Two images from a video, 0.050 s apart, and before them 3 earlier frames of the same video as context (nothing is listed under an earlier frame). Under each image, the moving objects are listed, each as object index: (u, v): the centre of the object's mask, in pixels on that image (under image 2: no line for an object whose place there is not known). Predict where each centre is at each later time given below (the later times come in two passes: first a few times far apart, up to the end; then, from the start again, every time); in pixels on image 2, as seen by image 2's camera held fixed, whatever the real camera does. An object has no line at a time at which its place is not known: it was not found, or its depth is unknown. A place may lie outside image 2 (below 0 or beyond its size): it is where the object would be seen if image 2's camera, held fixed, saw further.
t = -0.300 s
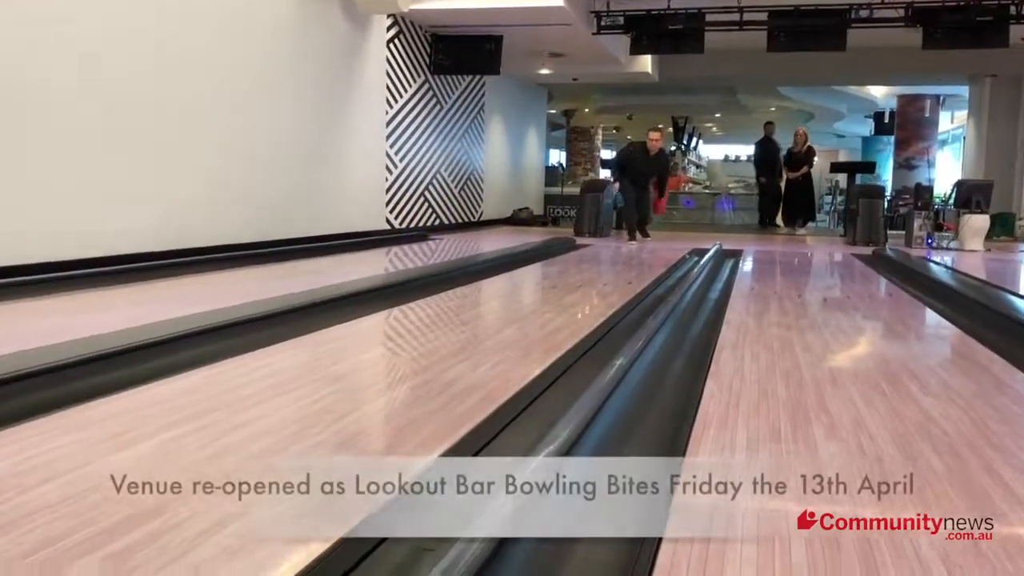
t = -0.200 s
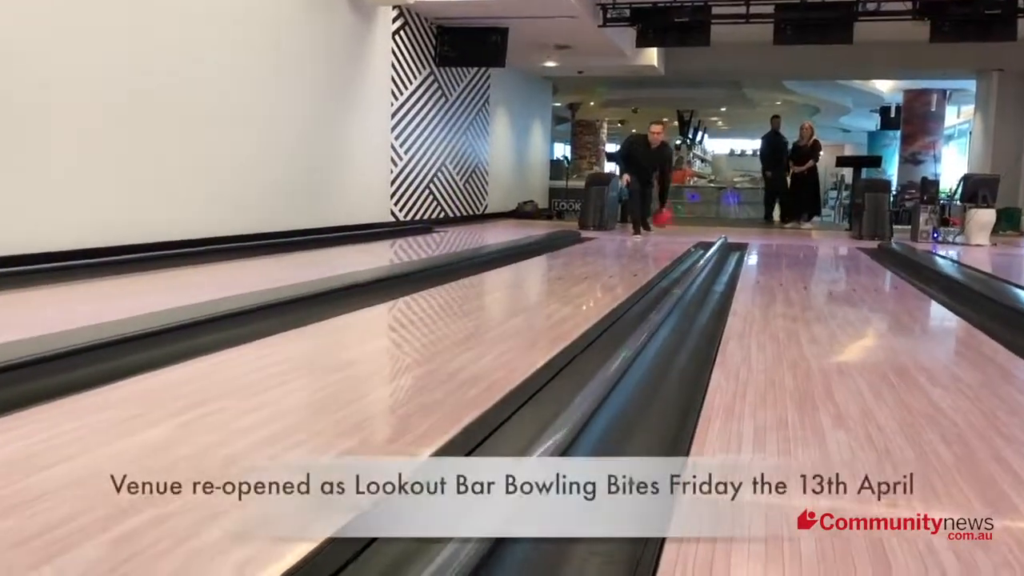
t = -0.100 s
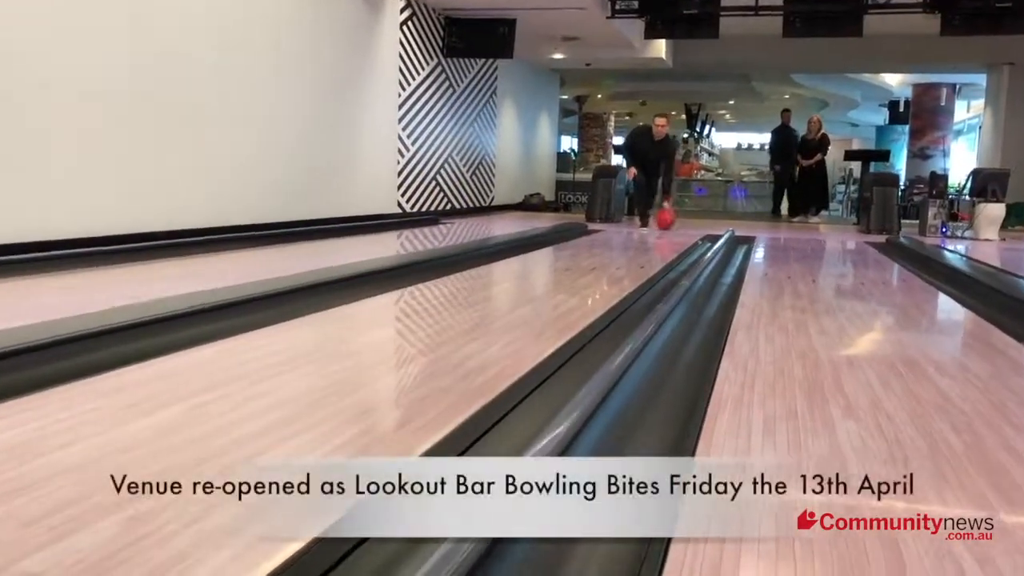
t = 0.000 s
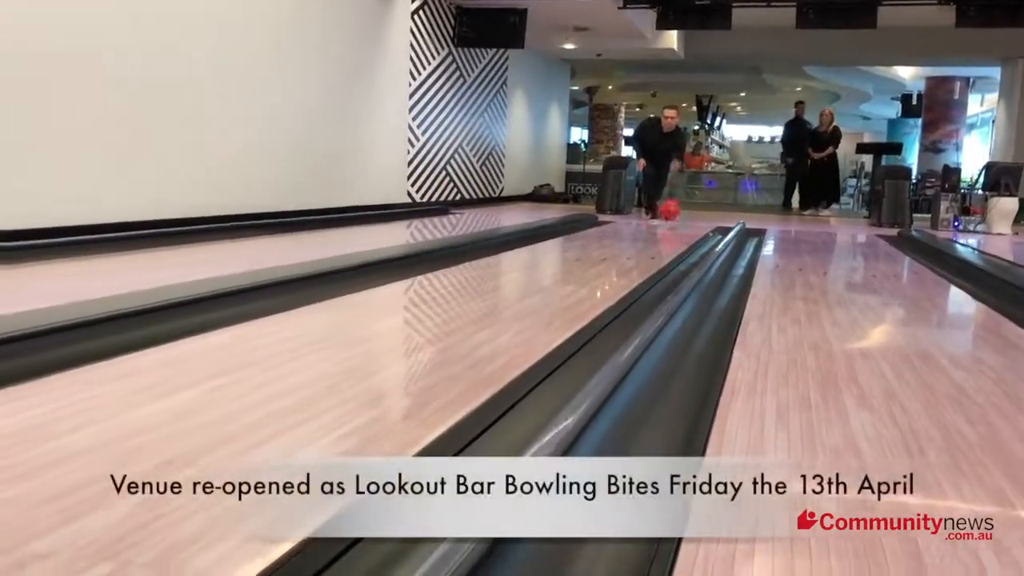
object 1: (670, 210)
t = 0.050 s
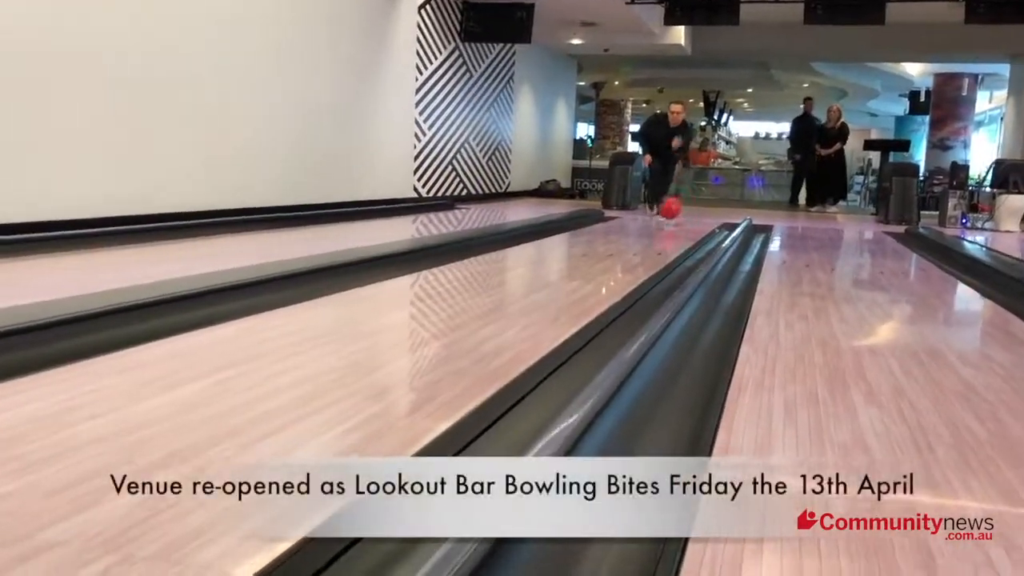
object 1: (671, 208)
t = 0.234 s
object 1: (649, 219)
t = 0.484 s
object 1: (613, 230)
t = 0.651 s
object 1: (581, 240)
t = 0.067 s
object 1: (670, 208)
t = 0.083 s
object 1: (667, 211)
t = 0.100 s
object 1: (664, 213)
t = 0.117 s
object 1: (662, 215)
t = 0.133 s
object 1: (661, 215)
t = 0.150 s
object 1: (660, 216)
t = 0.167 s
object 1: (657, 217)
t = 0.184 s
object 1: (655, 217)
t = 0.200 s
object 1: (653, 218)
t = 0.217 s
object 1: (651, 219)
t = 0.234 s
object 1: (649, 219)
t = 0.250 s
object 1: (648, 220)
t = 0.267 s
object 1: (645, 220)
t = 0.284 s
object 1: (644, 222)
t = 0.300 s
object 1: (641, 222)
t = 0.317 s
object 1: (640, 222)
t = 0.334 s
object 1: (637, 223)
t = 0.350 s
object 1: (635, 224)
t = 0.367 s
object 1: (632, 225)
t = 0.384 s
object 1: (629, 225)
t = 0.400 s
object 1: (627, 226)
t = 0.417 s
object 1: (624, 227)
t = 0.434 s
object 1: (622, 228)
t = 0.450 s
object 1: (619, 228)
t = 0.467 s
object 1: (616, 230)
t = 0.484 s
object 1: (613, 230)
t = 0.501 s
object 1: (610, 231)
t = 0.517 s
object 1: (607, 232)
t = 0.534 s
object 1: (605, 233)
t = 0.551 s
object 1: (602, 234)
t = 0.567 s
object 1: (598, 235)
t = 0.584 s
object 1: (595, 236)
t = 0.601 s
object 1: (592, 237)
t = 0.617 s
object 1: (589, 238)
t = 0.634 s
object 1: (585, 239)
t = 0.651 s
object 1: (581, 240)
